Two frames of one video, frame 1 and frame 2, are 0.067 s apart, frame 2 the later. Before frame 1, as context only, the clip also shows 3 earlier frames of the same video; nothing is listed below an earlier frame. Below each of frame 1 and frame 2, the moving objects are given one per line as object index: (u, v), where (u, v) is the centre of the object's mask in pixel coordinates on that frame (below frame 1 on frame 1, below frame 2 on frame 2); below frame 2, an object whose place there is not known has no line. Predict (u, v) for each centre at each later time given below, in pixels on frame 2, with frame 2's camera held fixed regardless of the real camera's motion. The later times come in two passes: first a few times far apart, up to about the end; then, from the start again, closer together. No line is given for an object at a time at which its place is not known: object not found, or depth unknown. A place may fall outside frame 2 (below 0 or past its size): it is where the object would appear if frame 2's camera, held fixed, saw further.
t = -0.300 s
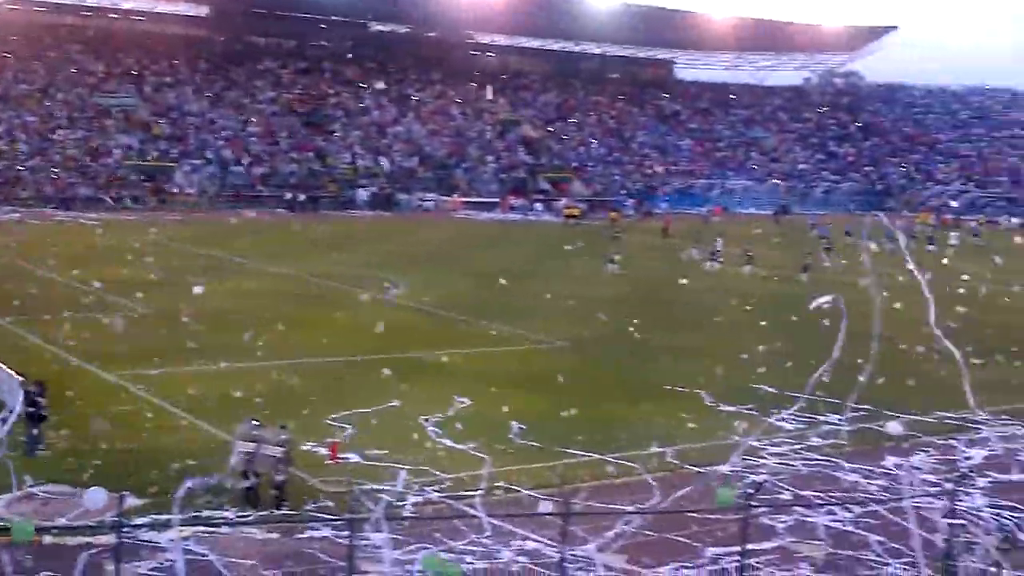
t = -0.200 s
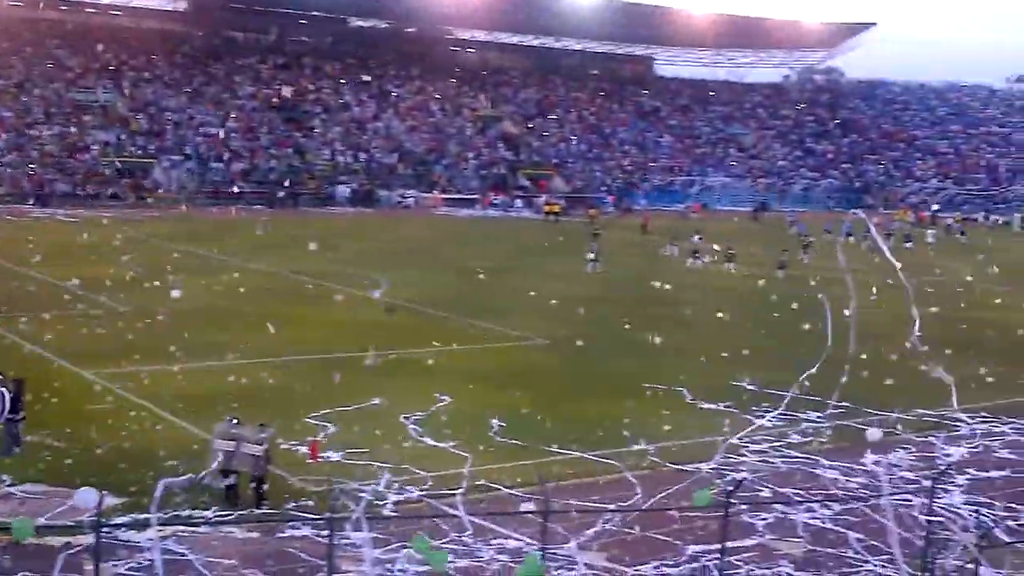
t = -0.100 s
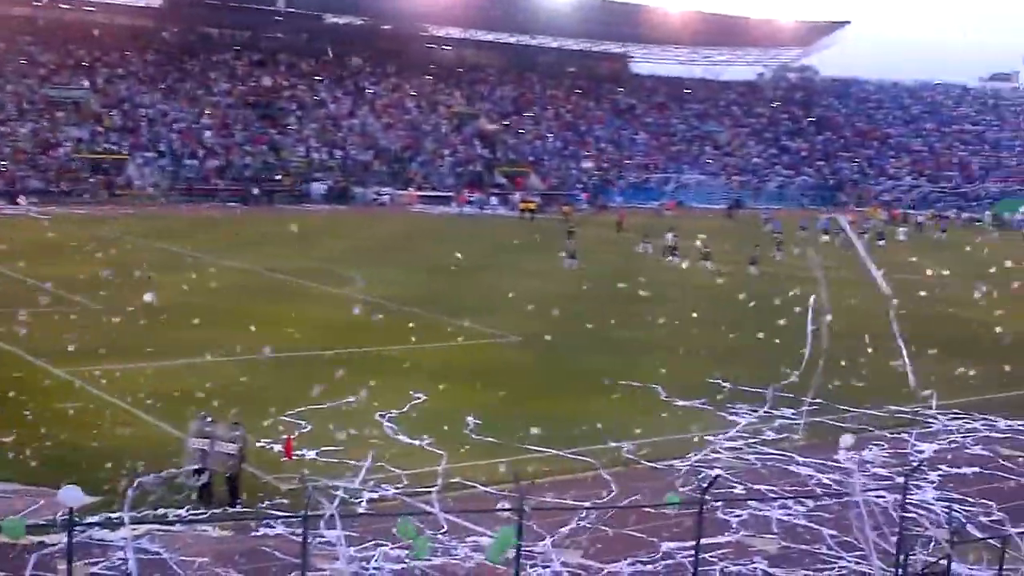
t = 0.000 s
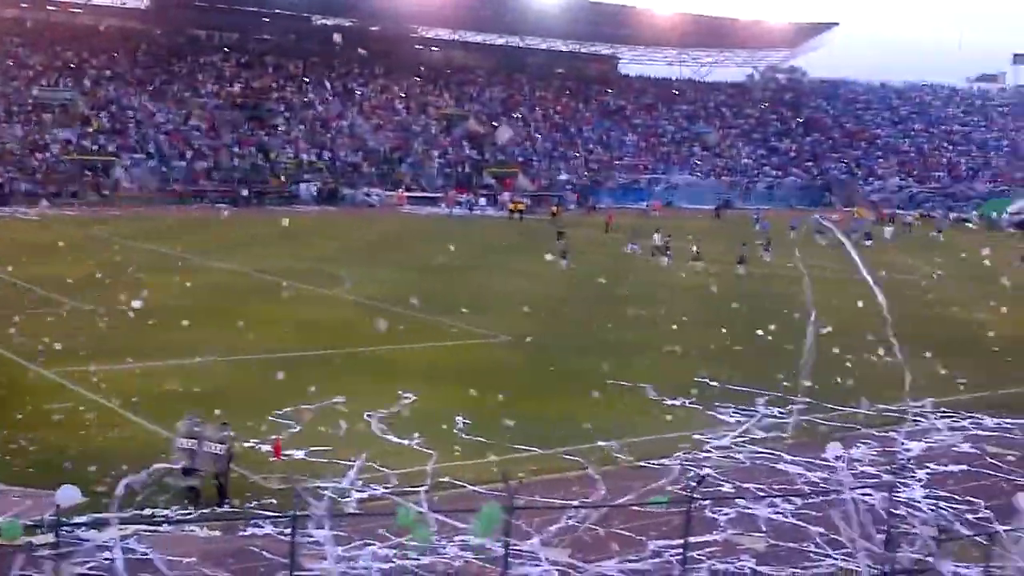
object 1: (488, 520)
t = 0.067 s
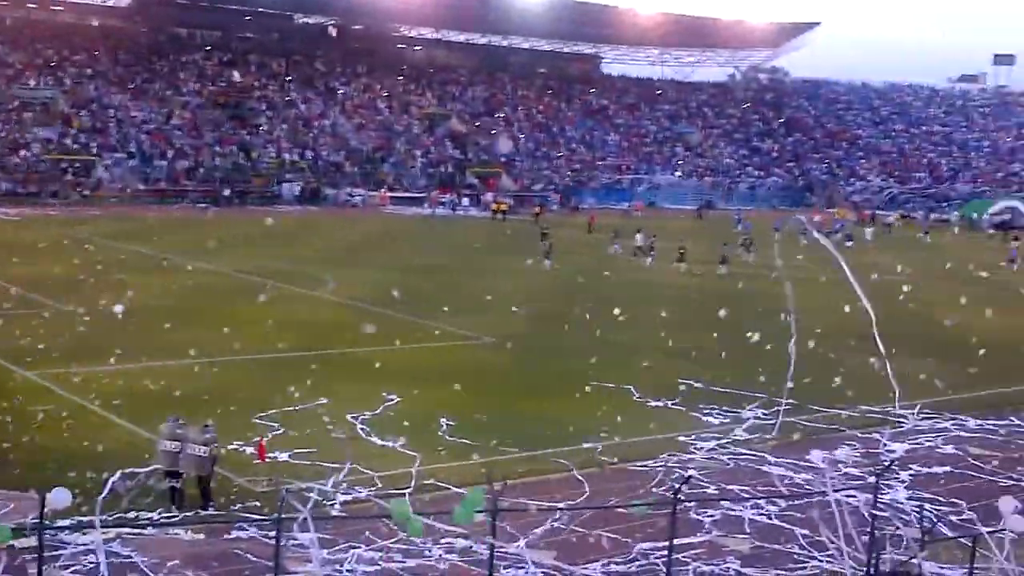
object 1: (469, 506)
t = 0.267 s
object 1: (462, 460)
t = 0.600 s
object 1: (467, 398)
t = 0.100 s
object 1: (469, 498)
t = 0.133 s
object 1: (469, 491)
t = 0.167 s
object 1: (465, 482)
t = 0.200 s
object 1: (467, 473)
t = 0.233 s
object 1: (467, 467)
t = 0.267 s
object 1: (462, 460)
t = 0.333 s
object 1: (464, 444)
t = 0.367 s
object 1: (465, 436)
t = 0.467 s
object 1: (463, 419)
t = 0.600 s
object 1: (467, 398)
